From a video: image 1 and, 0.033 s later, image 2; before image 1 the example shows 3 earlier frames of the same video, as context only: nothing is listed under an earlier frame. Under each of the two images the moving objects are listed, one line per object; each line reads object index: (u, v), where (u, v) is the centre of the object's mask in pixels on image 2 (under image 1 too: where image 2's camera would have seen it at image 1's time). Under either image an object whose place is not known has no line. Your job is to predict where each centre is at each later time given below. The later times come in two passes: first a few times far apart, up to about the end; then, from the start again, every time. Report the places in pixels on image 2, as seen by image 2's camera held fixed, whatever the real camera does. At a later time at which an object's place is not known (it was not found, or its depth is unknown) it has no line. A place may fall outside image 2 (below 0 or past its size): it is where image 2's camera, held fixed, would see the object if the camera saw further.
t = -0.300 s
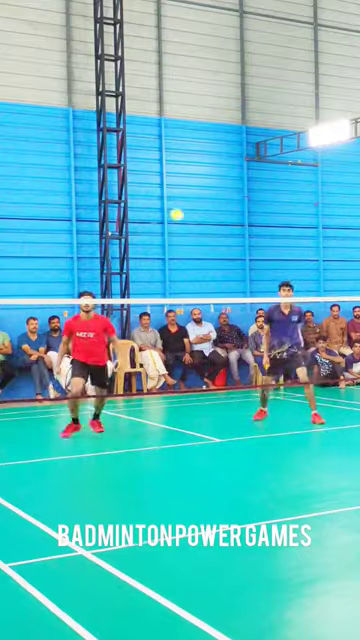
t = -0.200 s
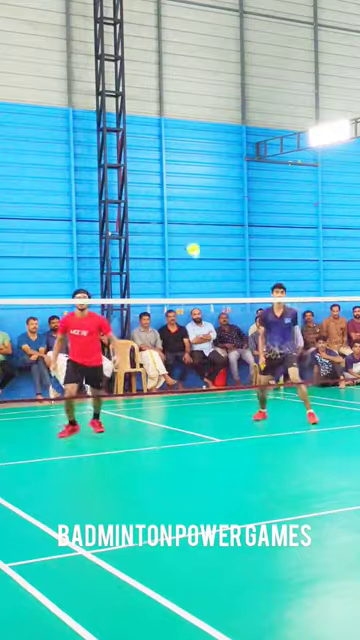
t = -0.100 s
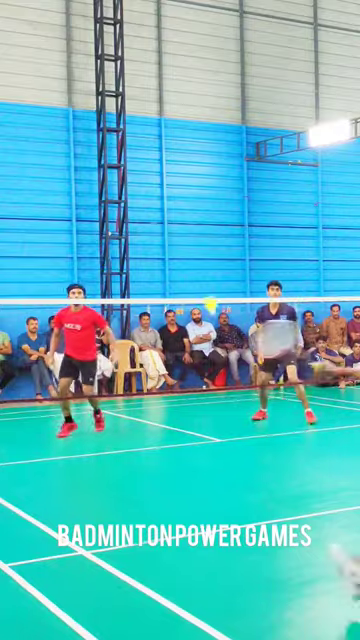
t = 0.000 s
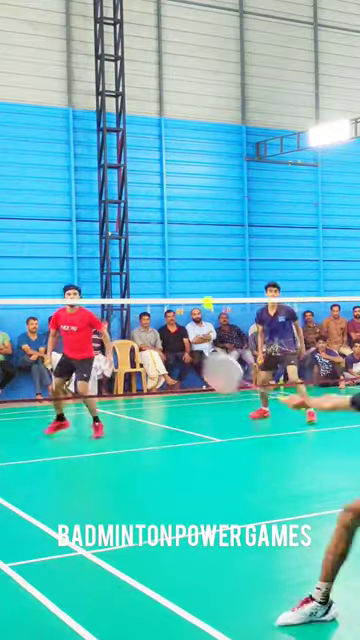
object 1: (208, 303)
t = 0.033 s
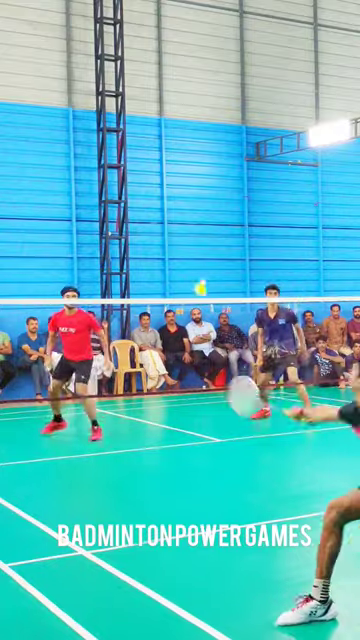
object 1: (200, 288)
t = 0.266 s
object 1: (171, 244)
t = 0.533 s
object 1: (155, 284)
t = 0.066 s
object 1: (195, 271)
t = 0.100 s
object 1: (196, 259)
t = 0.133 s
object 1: (192, 250)
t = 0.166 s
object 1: (186, 246)
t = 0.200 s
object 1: (177, 244)
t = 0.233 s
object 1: (173, 244)
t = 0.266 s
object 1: (171, 244)
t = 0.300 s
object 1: (170, 247)
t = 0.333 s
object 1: (167, 249)
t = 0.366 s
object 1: (165, 253)
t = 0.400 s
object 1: (162, 258)
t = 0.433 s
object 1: (160, 263)
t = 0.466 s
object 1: (158, 270)
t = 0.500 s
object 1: (156, 277)
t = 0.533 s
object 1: (155, 284)
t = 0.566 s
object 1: (154, 293)
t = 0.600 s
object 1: (152, 305)
